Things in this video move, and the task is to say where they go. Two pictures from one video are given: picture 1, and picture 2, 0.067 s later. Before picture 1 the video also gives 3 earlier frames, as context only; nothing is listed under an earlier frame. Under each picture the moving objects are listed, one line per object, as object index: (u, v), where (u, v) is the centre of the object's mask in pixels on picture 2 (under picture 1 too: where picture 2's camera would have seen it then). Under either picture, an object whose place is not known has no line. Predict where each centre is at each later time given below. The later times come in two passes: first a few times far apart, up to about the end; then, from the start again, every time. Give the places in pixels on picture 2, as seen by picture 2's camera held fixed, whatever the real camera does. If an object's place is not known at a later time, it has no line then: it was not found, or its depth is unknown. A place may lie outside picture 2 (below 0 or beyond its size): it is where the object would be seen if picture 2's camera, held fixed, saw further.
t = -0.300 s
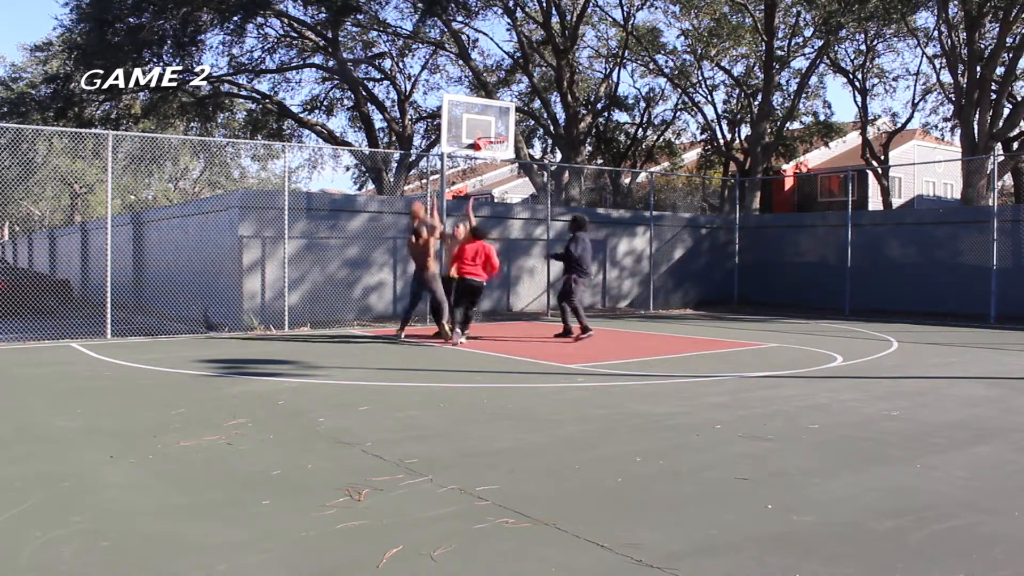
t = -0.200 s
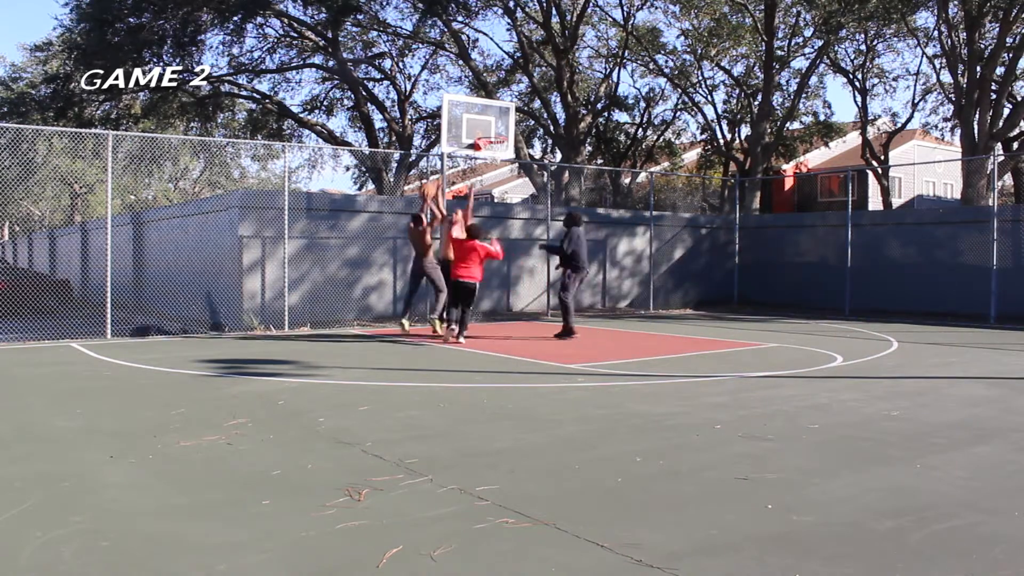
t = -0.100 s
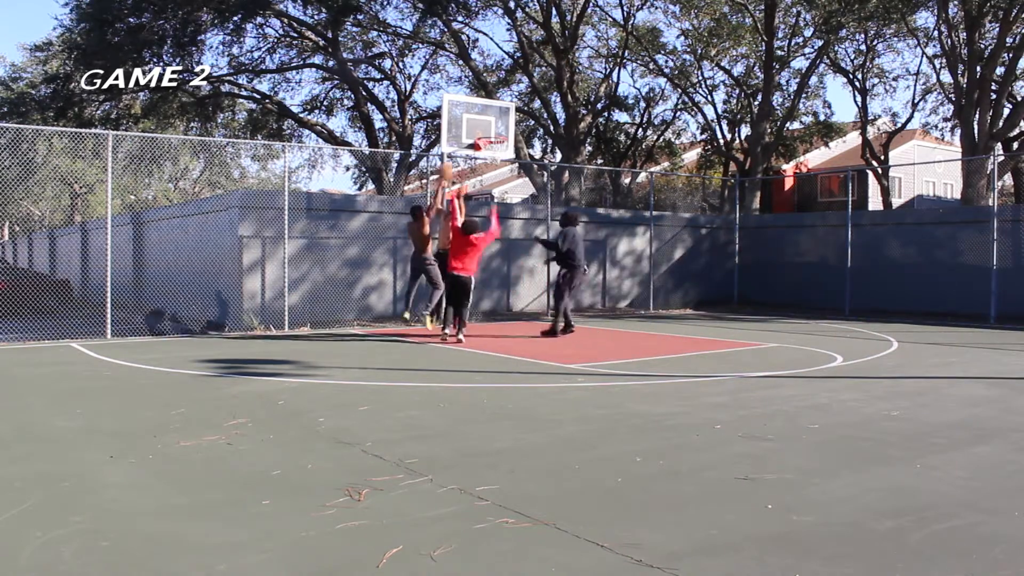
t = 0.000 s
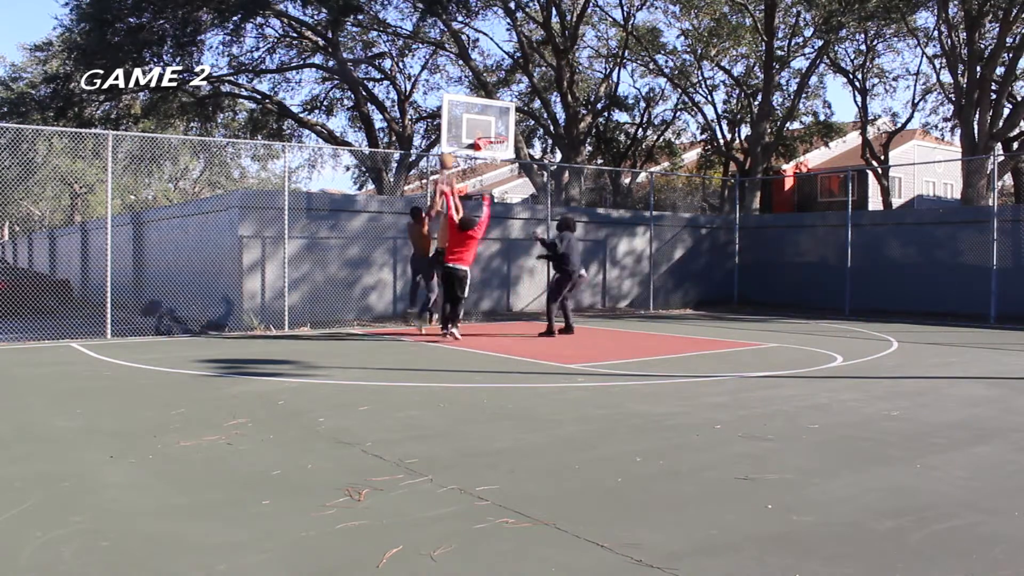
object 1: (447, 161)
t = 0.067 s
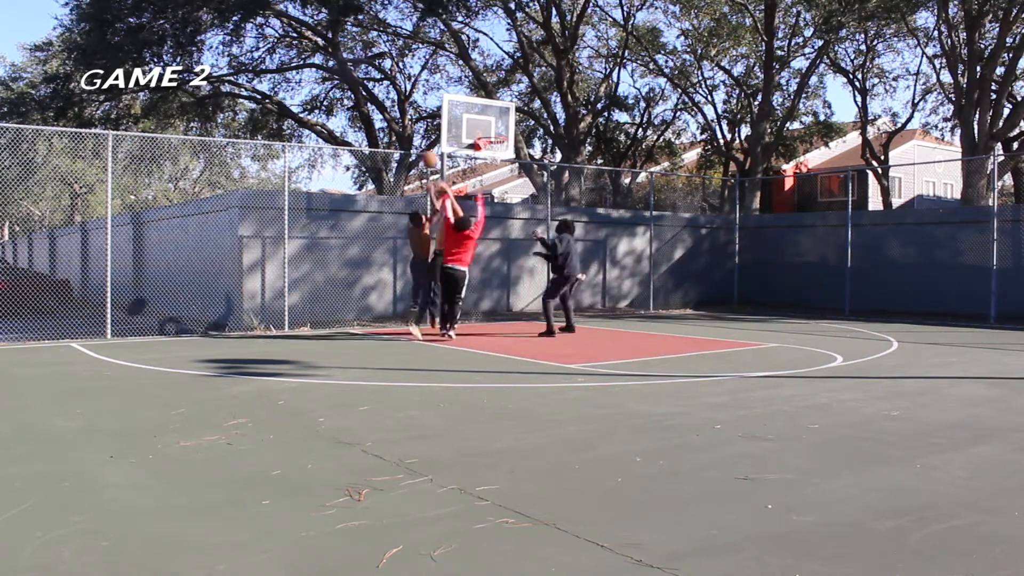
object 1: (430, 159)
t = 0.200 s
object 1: (398, 164)
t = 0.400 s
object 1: (348, 199)
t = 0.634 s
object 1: (286, 280)
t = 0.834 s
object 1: (243, 319)
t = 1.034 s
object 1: (216, 264)
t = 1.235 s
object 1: (189, 243)
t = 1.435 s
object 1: (160, 253)
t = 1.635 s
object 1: (130, 297)
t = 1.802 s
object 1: (104, 345)
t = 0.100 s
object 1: (423, 159)
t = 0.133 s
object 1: (413, 161)
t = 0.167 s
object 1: (408, 162)
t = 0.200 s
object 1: (398, 164)
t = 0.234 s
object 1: (390, 168)
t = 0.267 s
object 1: (383, 172)
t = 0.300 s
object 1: (375, 177)
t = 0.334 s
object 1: (366, 183)
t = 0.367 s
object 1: (358, 190)
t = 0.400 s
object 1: (348, 199)
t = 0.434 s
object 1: (340, 206)
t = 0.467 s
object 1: (331, 216)
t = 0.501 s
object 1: (322, 226)
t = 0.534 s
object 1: (315, 238)
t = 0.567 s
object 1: (305, 251)
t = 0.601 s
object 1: (297, 265)
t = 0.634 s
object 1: (286, 280)
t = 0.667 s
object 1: (277, 296)
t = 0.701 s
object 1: (270, 311)
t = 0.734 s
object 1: (260, 328)
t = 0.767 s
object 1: (251, 340)
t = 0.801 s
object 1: (247, 328)
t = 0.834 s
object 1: (243, 319)
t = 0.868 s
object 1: (239, 307)
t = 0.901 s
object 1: (234, 297)
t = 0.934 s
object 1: (230, 287)
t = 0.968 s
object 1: (225, 279)
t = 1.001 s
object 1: (221, 271)
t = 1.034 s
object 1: (216, 264)
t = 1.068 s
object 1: (212, 258)
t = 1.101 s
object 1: (207, 254)
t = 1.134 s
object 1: (202, 249)
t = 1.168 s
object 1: (198, 246)
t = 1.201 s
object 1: (193, 244)
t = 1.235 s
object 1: (189, 243)
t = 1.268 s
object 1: (184, 242)
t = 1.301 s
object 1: (179, 243)
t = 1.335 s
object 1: (175, 243)
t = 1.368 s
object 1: (169, 245)
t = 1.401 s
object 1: (164, 249)
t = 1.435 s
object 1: (160, 253)
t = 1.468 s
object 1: (155, 258)
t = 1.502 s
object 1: (150, 263)
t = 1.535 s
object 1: (145, 270)
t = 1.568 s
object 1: (139, 278)
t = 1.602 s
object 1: (135, 287)
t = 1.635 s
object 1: (130, 297)
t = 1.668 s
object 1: (125, 309)
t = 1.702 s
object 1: (120, 321)
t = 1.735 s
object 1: (115, 335)
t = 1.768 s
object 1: (109, 348)
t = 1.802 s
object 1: (104, 345)
